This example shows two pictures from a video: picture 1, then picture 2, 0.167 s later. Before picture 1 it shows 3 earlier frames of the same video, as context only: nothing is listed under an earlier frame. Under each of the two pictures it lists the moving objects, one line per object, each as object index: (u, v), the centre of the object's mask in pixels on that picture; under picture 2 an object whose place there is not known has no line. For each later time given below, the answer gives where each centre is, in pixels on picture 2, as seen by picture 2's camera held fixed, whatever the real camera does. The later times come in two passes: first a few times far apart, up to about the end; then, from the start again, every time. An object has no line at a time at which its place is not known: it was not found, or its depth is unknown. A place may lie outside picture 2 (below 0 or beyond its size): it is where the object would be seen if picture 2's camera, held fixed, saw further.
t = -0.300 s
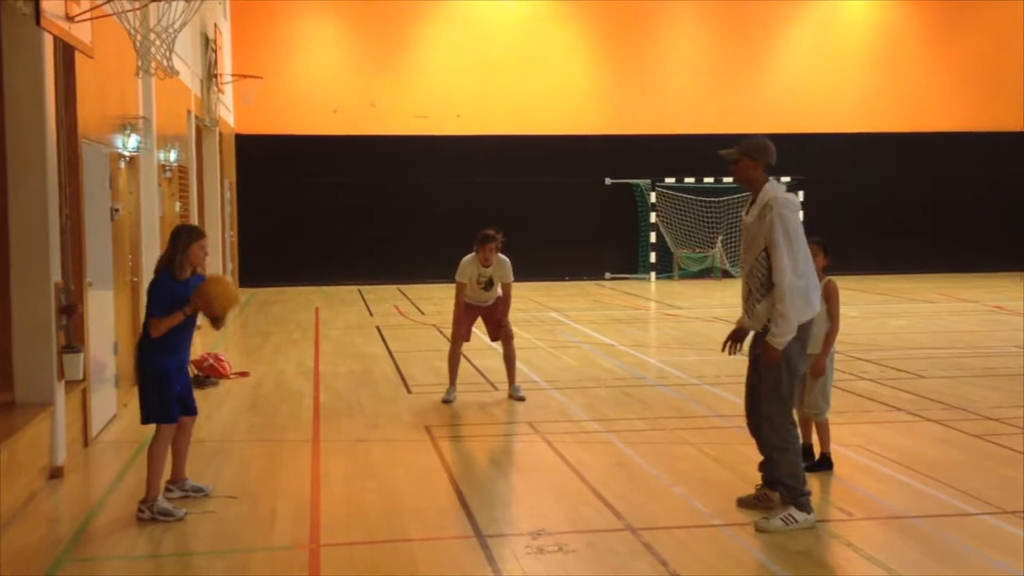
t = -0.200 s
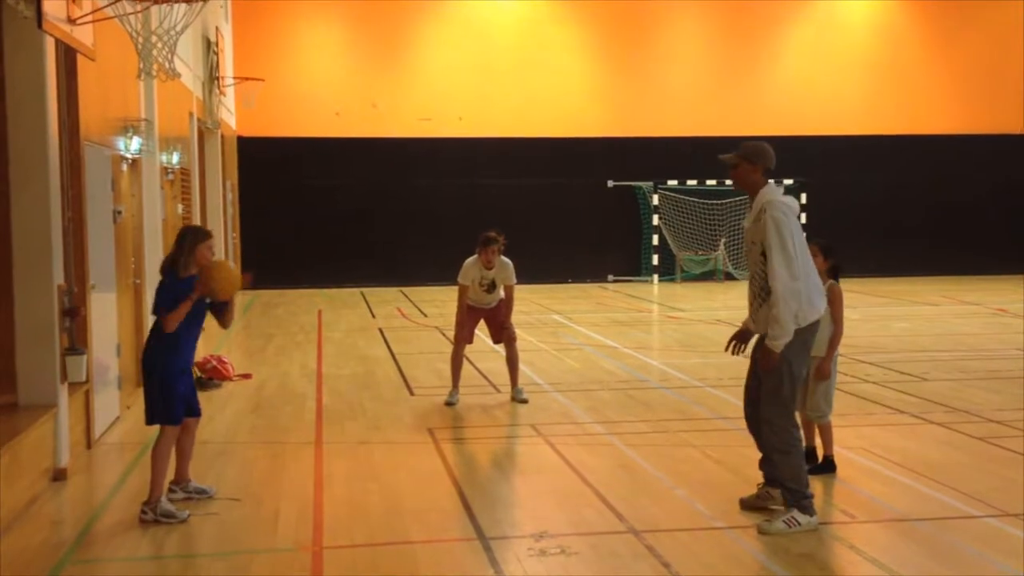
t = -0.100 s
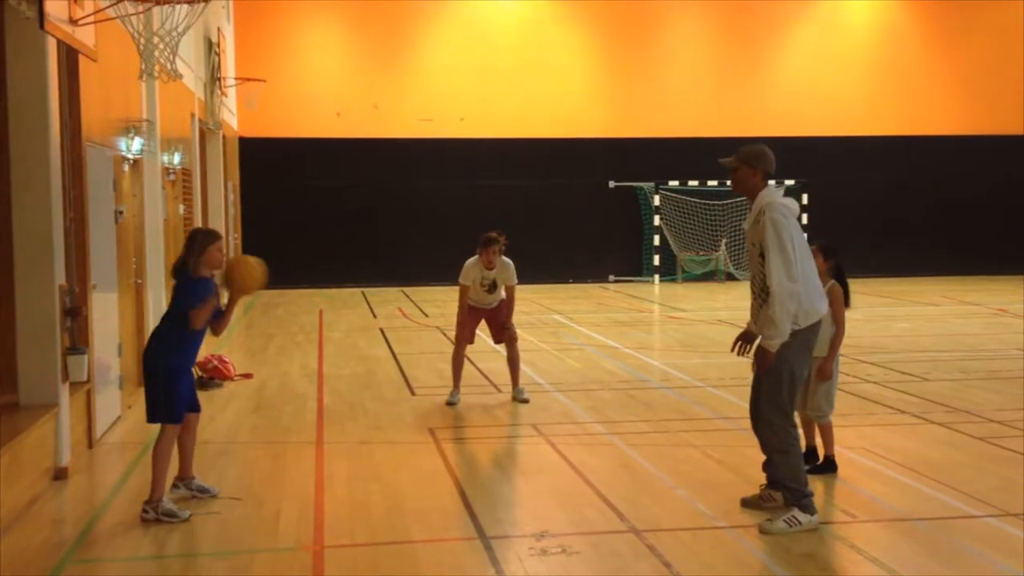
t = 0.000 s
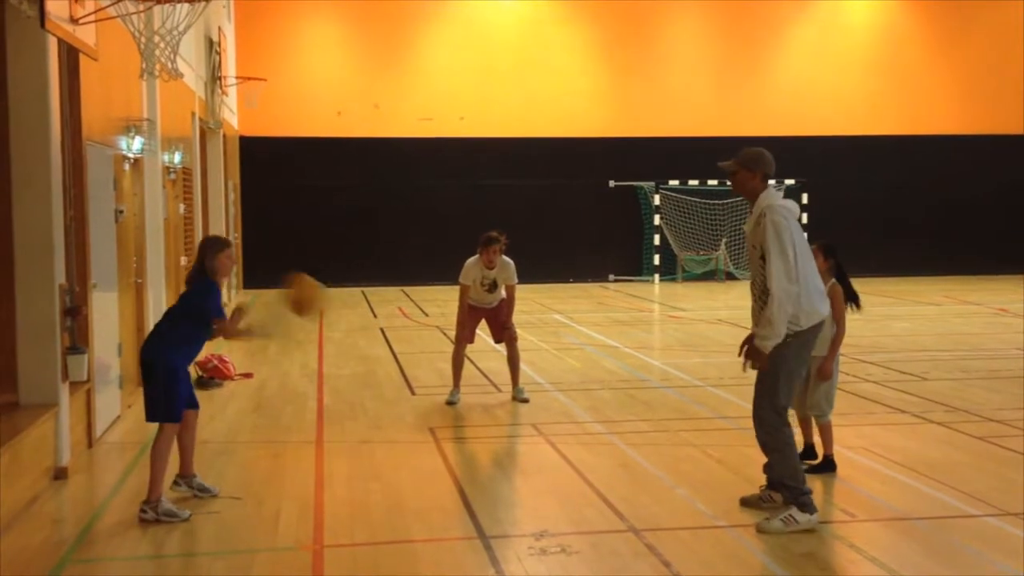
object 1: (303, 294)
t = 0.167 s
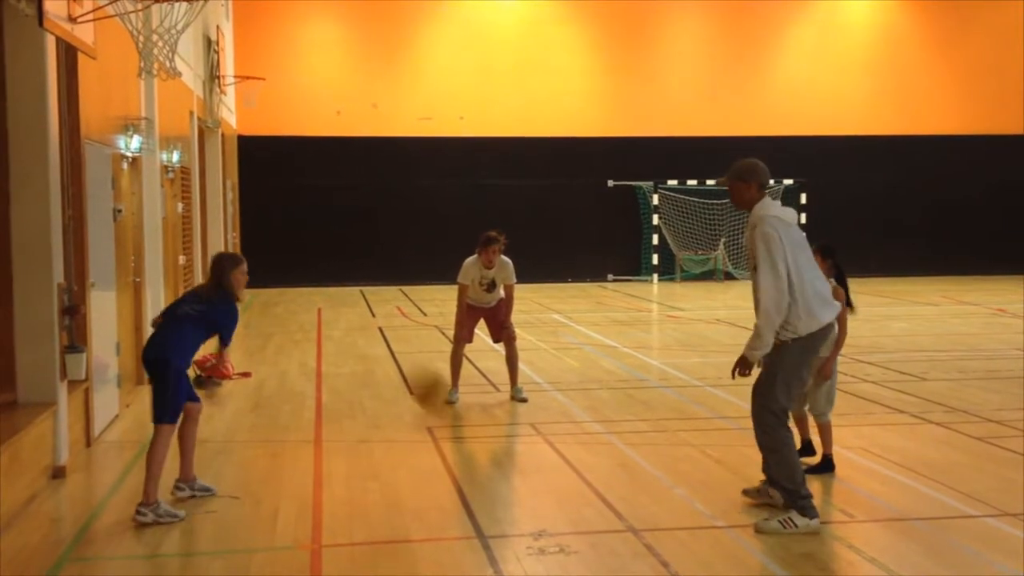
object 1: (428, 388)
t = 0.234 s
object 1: (484, 446)
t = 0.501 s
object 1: (571, 380)
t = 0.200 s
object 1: (452, 416)
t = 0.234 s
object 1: (484, 446)
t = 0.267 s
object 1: (502, 468)
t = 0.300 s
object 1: (521, 478)
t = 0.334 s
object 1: (529, 457)
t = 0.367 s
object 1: (538, 437)
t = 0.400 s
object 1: (547, 420)
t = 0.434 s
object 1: (555, 405)
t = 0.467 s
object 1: (563, 390)
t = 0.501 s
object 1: (571, 380)
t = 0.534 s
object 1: (579, 369)
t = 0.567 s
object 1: (586, 361)
